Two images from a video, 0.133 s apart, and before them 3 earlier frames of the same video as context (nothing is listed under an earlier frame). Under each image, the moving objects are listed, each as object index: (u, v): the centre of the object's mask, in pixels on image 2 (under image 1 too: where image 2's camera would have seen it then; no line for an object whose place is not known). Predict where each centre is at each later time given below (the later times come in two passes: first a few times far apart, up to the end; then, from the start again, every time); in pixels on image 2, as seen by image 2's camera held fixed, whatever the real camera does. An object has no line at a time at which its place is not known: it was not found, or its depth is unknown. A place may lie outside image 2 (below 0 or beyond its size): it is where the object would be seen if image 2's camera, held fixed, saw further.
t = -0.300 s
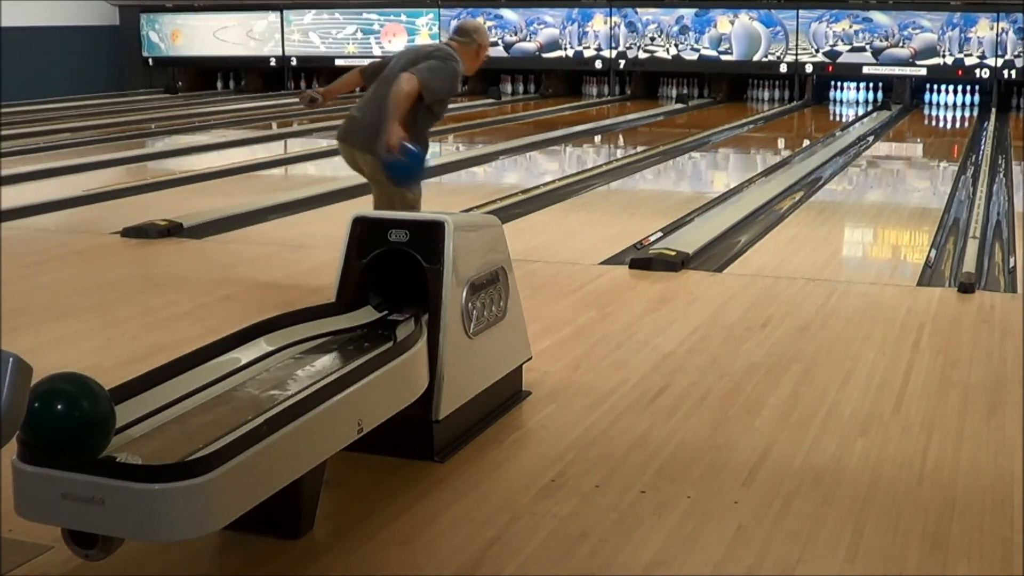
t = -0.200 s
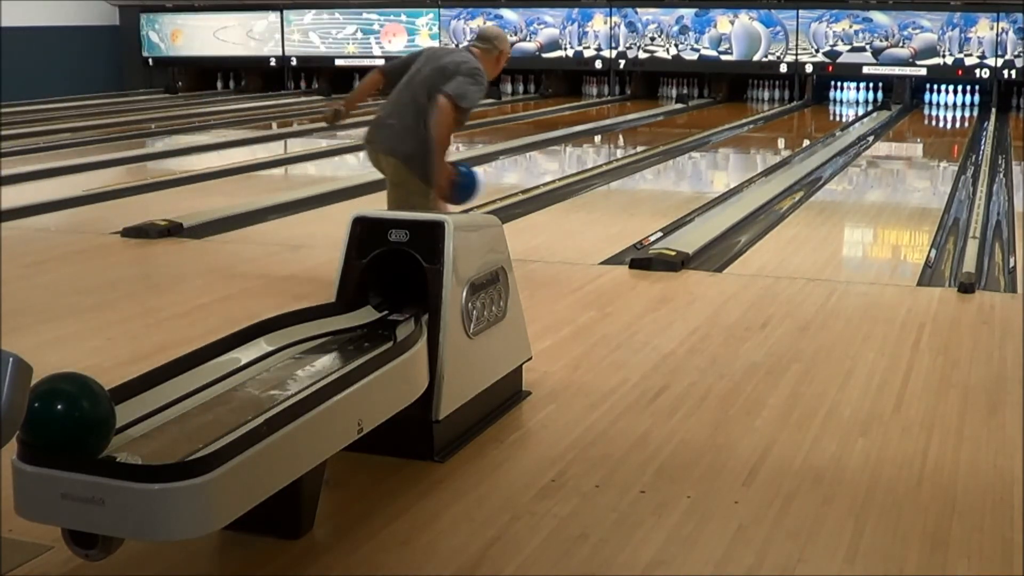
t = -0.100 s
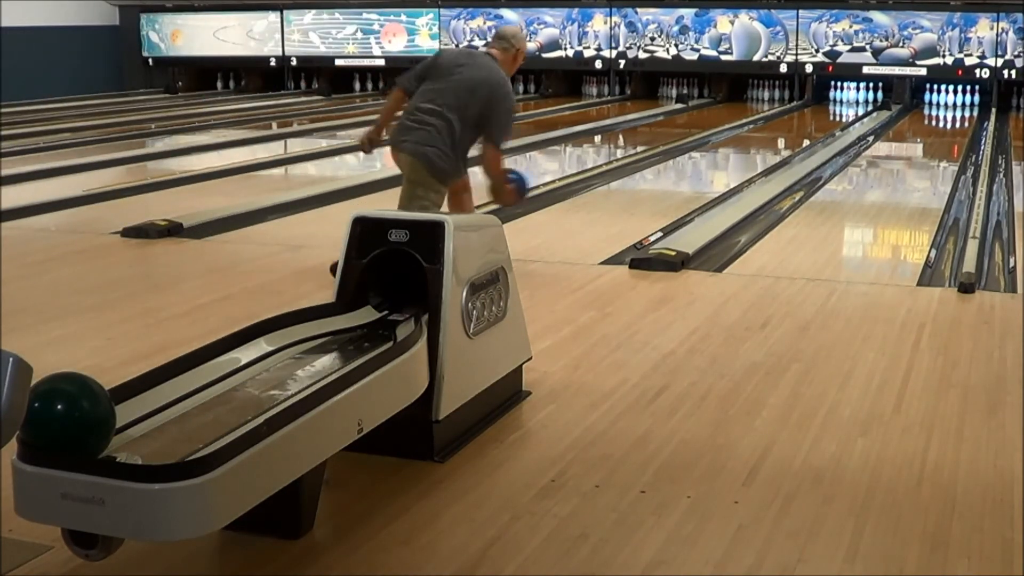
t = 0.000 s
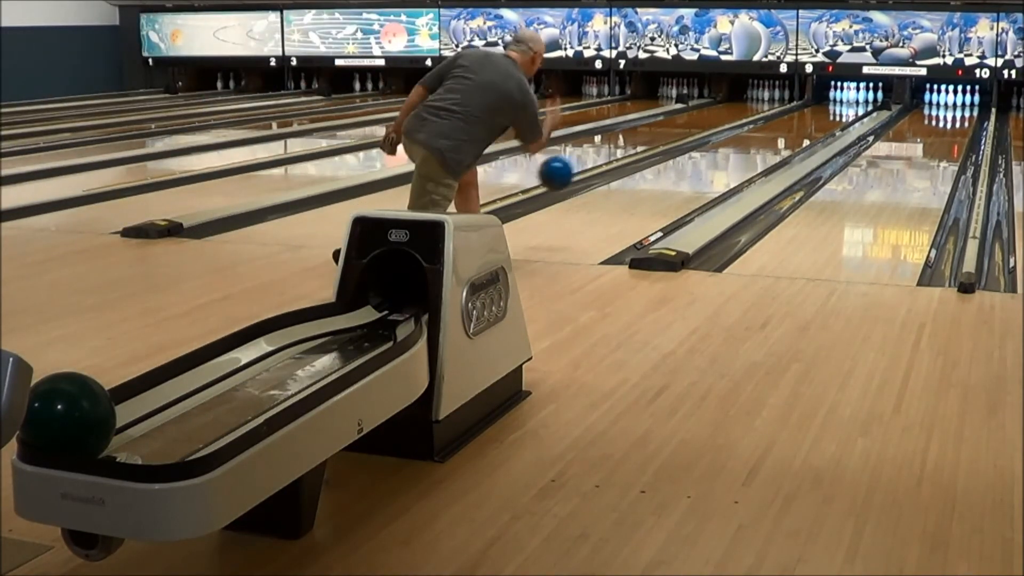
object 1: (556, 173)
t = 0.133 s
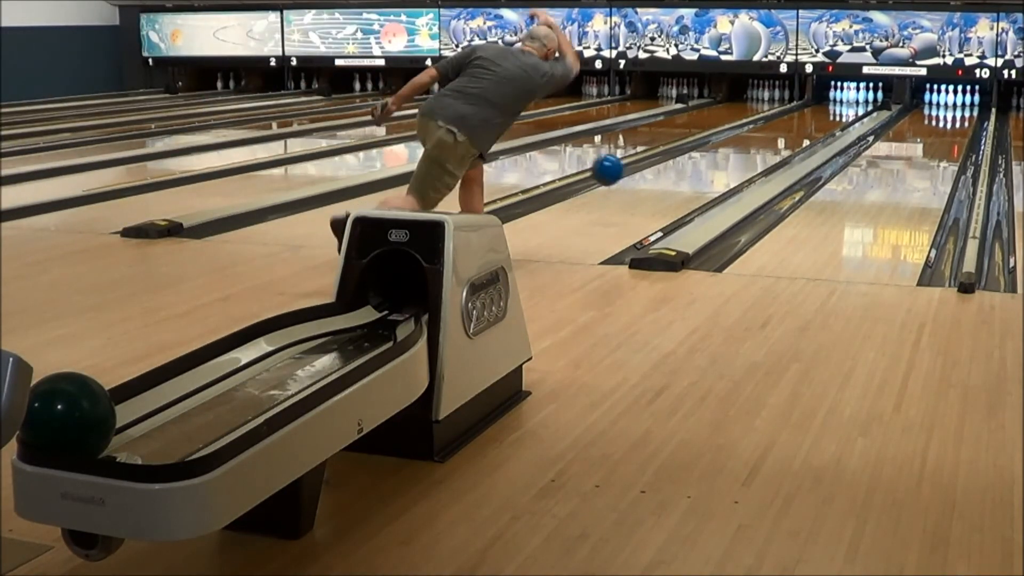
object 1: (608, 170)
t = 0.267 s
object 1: (648, 191)
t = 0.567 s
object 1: (716, 167)
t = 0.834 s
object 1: (757, 150)
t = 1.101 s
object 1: (789, 136)
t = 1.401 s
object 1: (814, 123)
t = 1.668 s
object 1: (830, 115)
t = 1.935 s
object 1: (841, 109)
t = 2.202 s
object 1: (849, 103)
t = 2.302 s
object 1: (851, 101)
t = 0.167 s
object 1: (618, 173)
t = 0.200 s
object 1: (628, 178)
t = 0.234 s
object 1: (638, 184)
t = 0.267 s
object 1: (648, 191)
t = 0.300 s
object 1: (657, 192)
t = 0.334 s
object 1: (665, 185)
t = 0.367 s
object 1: (673, 180)
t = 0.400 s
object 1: (681, 176)
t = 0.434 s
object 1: (689, 174)
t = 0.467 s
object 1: (696, 173)
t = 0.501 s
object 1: (703, 173)
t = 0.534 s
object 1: (709, 170)
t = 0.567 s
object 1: (716, 167)
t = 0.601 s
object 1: (722, 165)
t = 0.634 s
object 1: (727, 163)
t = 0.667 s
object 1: (733, 160)
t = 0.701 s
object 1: (738, 158)
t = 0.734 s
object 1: (743, 156)
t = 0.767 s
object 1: (748, 153)
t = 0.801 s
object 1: (753, 152)
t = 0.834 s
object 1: (757, 150)
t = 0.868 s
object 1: (762, 147)
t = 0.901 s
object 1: (766, 146)
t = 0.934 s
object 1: (770, 144)
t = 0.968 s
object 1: (774, 142)
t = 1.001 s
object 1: (778, 140)
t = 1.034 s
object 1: (782, 139)
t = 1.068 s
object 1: (785, 137)
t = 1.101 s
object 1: (789, 136)
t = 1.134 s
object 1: (792, 134)
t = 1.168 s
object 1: (795, 133)
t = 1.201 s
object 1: (799, 131)
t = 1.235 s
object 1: (801, 129)
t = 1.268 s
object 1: (804, 128)
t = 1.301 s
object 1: (807, 127)
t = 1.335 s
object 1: (809, 126)
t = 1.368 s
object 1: (811, 125)
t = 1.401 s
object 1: (814, 123)
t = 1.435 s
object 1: (817, 122)
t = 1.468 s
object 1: (819, 121)
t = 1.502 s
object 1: (820, 120)
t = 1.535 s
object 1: (823, 119)
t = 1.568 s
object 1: (825, 118)
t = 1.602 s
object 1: (826, 117)
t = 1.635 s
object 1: (828, 116)
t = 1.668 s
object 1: (830, 115)
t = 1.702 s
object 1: (832, 114)
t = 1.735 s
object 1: (834, 113)
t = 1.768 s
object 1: (835, 112)
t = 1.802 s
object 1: (837, 112)
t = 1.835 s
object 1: (838, 111)
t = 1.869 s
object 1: (839, 110)
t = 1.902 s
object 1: (840, 109)
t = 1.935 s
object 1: (841, 109)
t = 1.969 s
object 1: (843, 107)
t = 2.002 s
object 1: (844, 107)
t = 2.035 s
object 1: (845, 106)
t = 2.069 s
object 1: (846, 105)
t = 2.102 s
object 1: (847, 105)
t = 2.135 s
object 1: (848, 104)
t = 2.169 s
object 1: (848, 103)
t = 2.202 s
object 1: (849, 103)
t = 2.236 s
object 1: (850, 102)
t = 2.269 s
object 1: (851, 102)
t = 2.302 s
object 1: (851, 101)
